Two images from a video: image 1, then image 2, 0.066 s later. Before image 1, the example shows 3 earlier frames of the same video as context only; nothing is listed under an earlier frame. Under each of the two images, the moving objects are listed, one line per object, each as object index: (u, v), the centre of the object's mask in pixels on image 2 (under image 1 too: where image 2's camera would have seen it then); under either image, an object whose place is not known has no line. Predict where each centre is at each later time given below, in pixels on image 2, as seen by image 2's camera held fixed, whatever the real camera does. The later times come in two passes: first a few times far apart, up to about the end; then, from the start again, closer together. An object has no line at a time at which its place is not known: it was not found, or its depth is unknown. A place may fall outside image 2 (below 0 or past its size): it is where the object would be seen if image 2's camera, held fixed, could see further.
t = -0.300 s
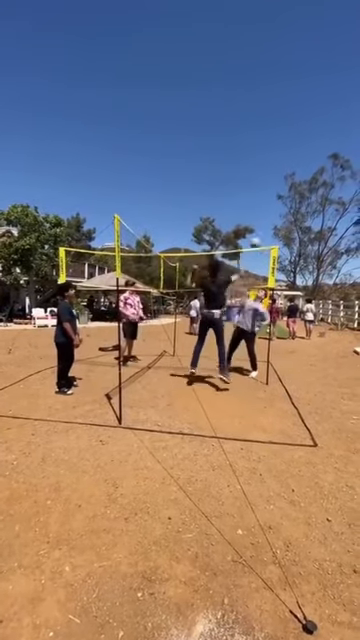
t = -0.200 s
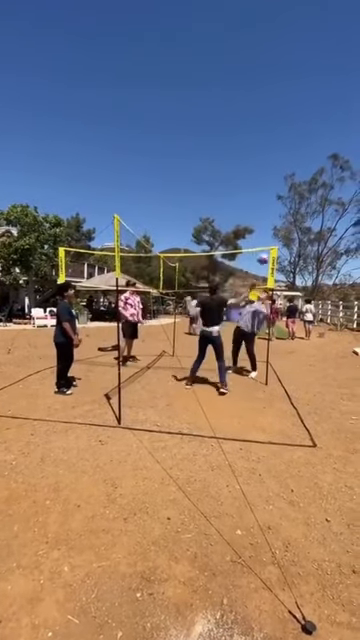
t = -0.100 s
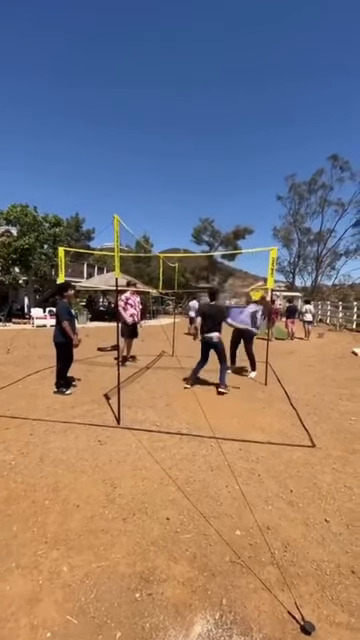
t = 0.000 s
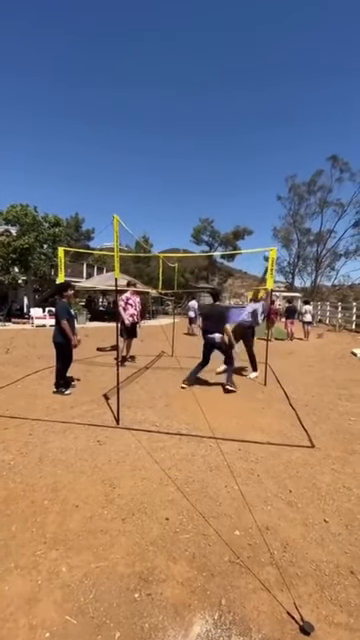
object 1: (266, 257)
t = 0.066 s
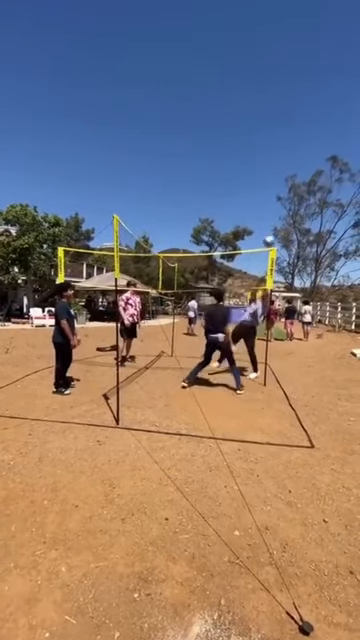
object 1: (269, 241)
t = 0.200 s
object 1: (267, 217)
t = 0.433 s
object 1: (263, 195)
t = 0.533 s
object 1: (261, 195)
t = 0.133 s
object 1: (268, 228)
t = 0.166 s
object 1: (268, 221)
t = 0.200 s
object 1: (267, 217)
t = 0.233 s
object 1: (267, 212)
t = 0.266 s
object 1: (266, 208)
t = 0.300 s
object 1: (266, 203)
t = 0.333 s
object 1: (265, 201)
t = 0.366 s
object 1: (264, 198)
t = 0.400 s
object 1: (264, 196)
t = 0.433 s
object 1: (263, 195)
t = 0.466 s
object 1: (262, 194)
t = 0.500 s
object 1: (261, 195)
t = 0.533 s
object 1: (261, 195)
